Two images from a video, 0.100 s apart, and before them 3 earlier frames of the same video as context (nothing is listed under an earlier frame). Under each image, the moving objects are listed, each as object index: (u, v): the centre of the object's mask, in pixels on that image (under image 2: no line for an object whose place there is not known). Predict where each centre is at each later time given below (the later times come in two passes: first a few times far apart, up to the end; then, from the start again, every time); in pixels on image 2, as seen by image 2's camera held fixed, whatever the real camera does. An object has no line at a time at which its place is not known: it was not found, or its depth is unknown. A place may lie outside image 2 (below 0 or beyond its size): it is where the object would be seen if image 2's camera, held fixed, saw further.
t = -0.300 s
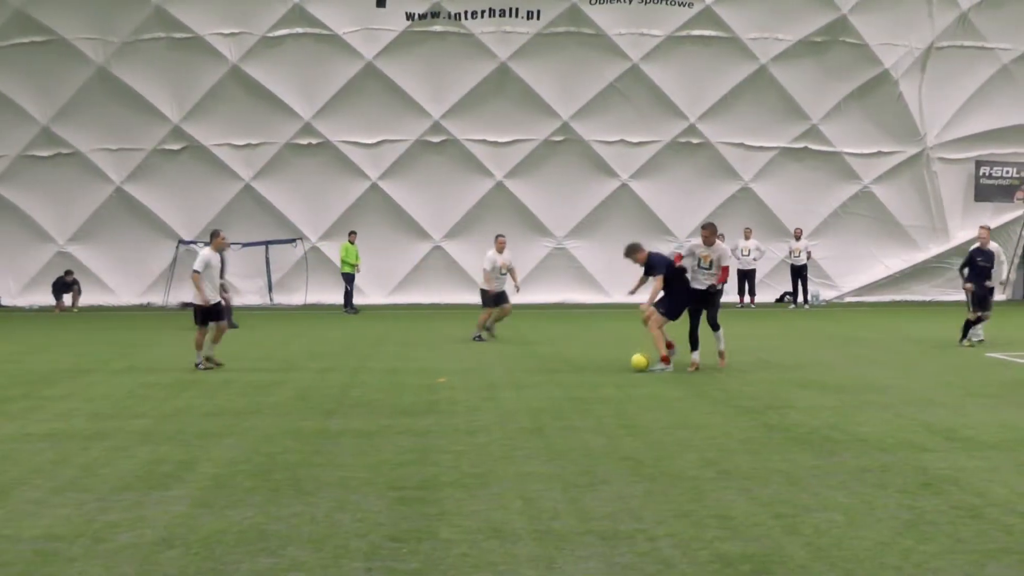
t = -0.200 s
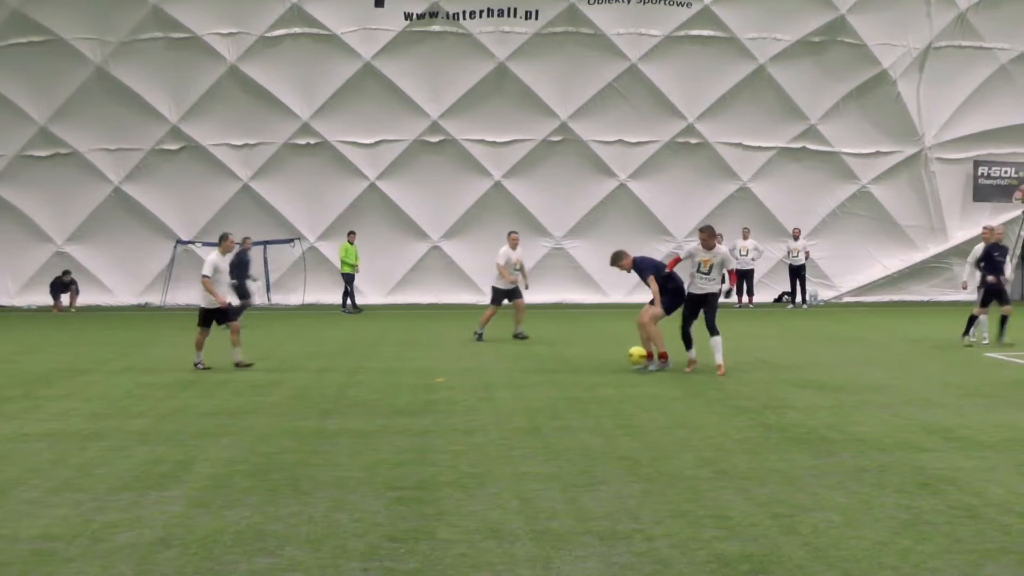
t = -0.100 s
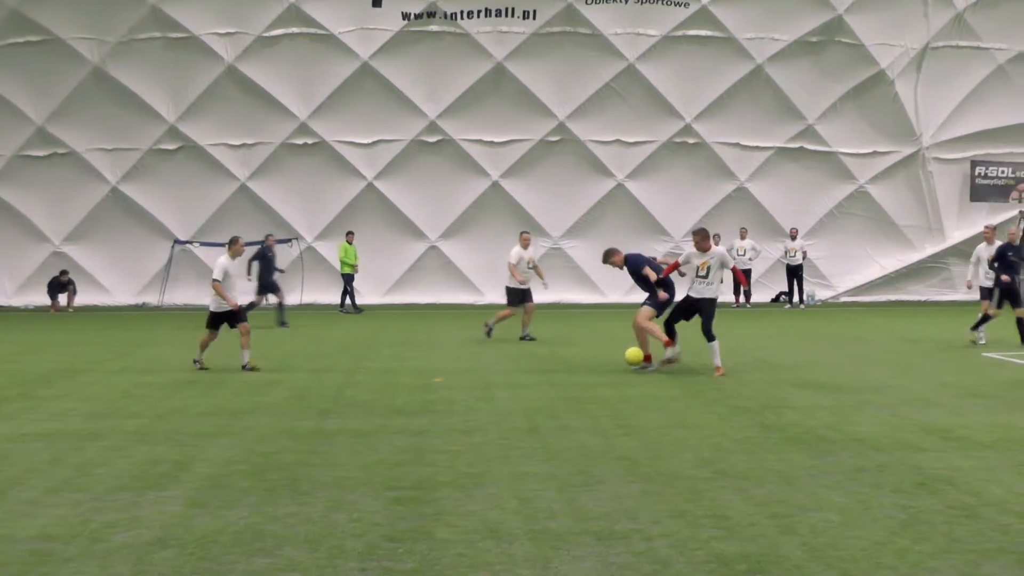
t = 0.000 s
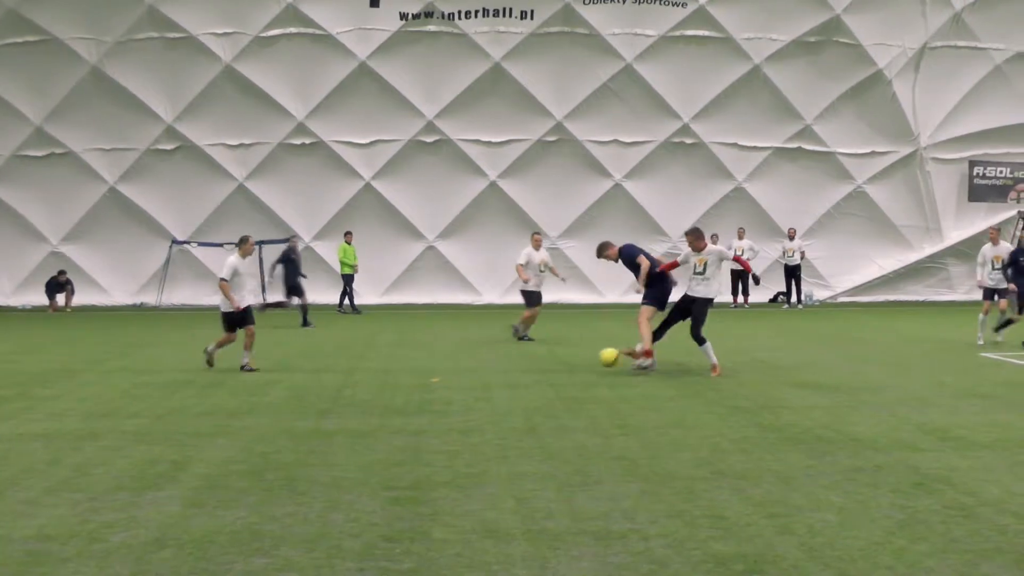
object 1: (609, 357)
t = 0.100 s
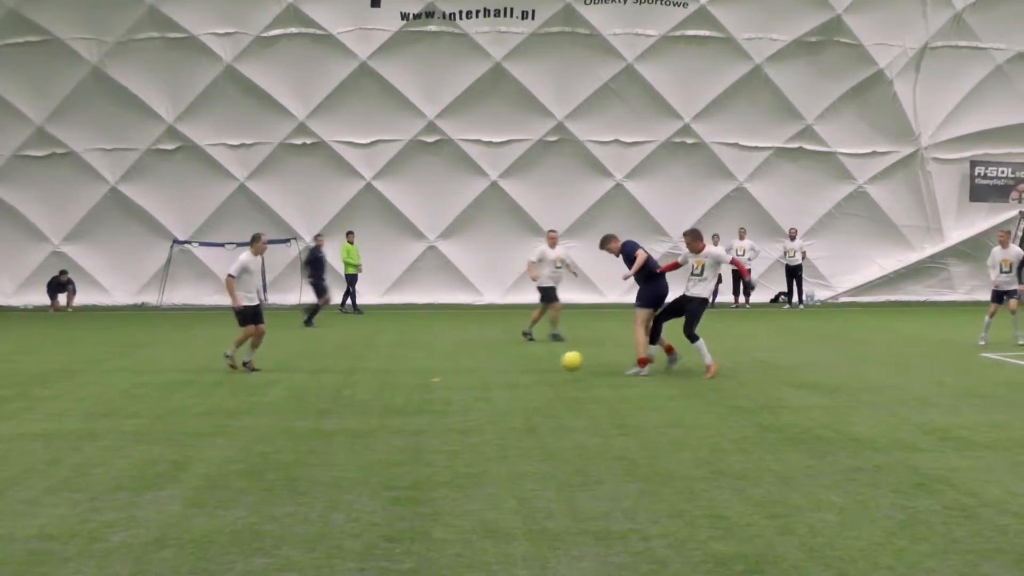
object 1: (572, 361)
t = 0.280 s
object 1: (507, 373)
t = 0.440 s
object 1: (460, 382)
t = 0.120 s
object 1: (565, 362)
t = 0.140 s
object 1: (556, 364)
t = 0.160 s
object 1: (548, 366)
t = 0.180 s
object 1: (540, 370)
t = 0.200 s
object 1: (532, 374)
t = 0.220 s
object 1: (525, 376)
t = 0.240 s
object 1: (518, 375)
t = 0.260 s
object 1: (512, 374)
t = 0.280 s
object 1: (507, 373)
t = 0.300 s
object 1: (501, 374)
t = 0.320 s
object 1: (495, 373)
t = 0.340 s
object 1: (489, 374)
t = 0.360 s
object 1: (484, 375)
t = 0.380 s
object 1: (478, 376)
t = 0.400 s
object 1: (471, 378)
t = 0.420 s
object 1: (465, 380)
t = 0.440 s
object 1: (460, 382)
